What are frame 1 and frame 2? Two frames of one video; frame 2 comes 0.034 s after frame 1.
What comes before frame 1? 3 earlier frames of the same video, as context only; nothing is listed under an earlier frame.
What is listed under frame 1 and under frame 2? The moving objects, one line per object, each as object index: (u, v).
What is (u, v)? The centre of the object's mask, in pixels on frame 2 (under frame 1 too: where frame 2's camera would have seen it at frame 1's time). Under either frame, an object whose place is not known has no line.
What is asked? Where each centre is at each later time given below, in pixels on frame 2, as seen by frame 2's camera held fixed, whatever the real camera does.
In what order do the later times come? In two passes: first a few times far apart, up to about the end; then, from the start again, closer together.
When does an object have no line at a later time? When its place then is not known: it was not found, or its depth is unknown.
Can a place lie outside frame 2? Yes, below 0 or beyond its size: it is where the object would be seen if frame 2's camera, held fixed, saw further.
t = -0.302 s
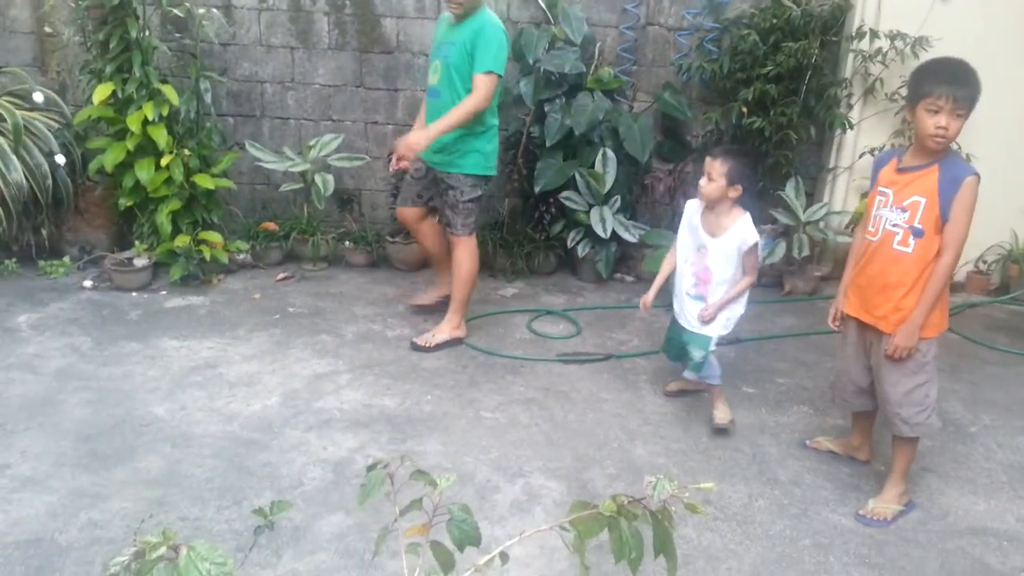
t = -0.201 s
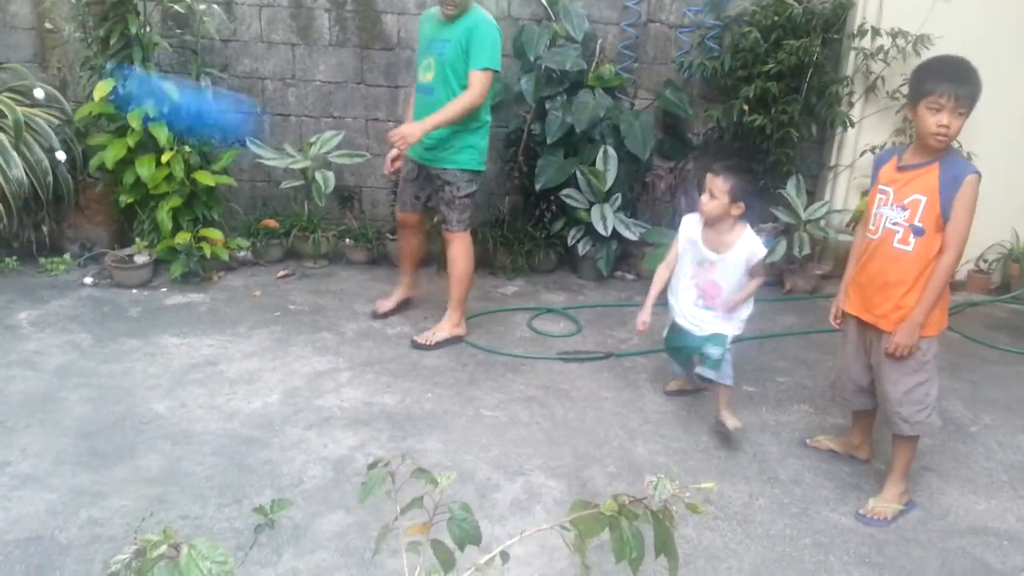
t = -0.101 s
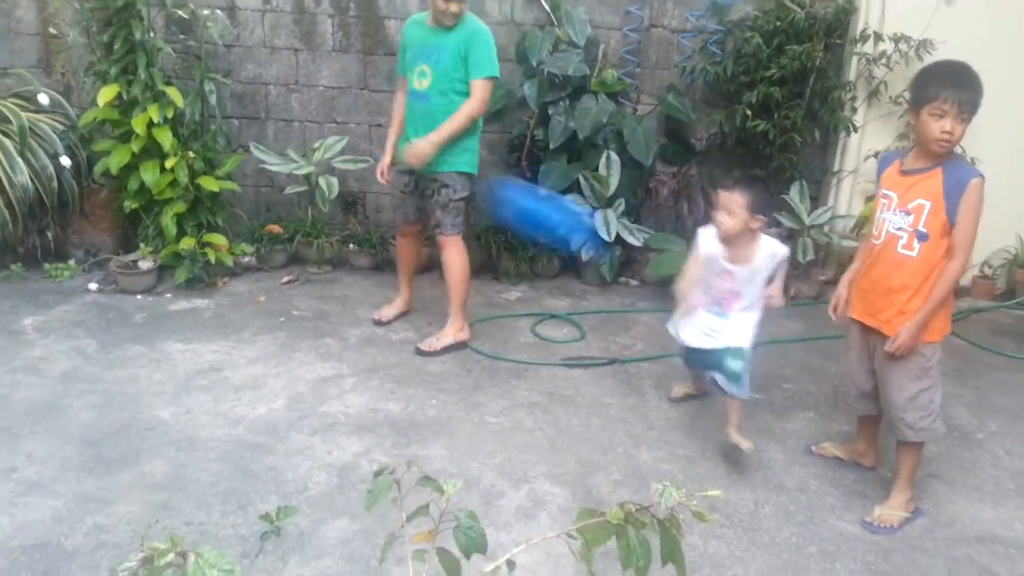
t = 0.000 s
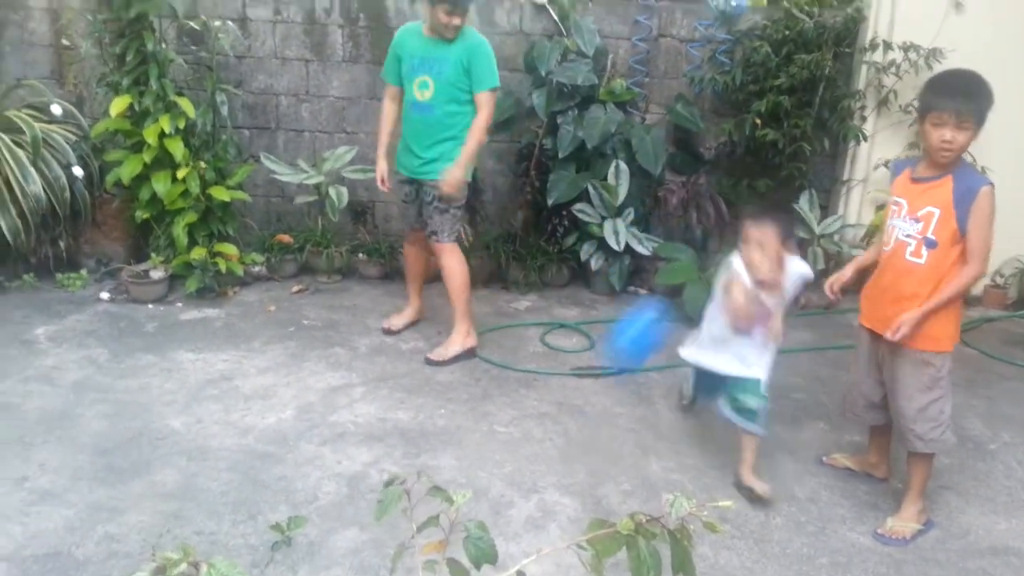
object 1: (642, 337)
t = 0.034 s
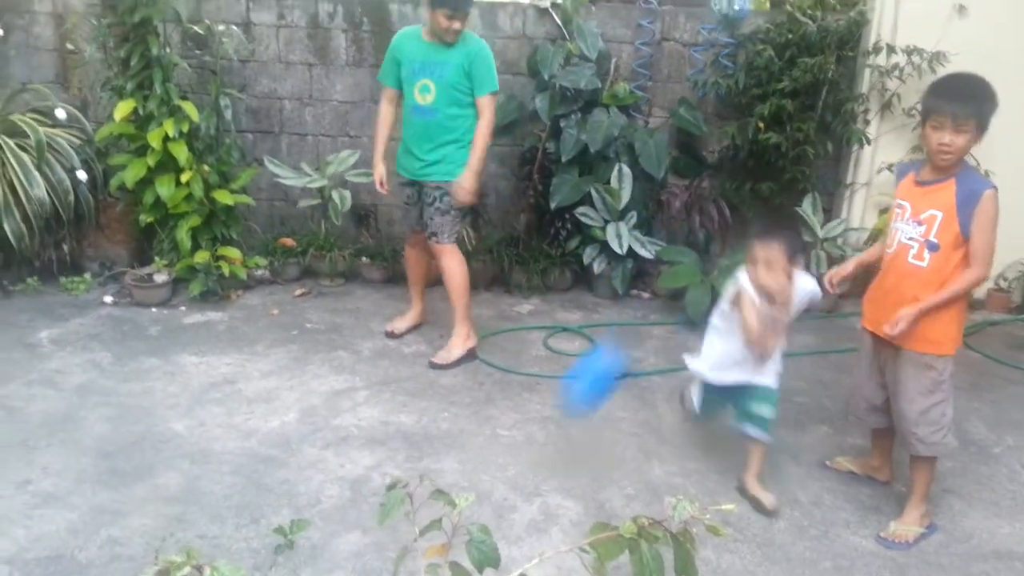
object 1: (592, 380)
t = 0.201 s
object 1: (405, 445)
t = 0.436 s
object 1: (176, 390)
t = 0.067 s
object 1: (543, 423)
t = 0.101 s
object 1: (497, 471)
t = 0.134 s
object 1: (463, 484)
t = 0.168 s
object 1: (431, 464)
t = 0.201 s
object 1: (405, 445)
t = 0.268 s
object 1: (344, 412)
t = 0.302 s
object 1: (309, 401)
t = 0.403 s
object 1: (213, 388)
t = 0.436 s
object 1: (176, 390)
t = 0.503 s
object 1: (95, 411)
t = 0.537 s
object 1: (54, 429)
